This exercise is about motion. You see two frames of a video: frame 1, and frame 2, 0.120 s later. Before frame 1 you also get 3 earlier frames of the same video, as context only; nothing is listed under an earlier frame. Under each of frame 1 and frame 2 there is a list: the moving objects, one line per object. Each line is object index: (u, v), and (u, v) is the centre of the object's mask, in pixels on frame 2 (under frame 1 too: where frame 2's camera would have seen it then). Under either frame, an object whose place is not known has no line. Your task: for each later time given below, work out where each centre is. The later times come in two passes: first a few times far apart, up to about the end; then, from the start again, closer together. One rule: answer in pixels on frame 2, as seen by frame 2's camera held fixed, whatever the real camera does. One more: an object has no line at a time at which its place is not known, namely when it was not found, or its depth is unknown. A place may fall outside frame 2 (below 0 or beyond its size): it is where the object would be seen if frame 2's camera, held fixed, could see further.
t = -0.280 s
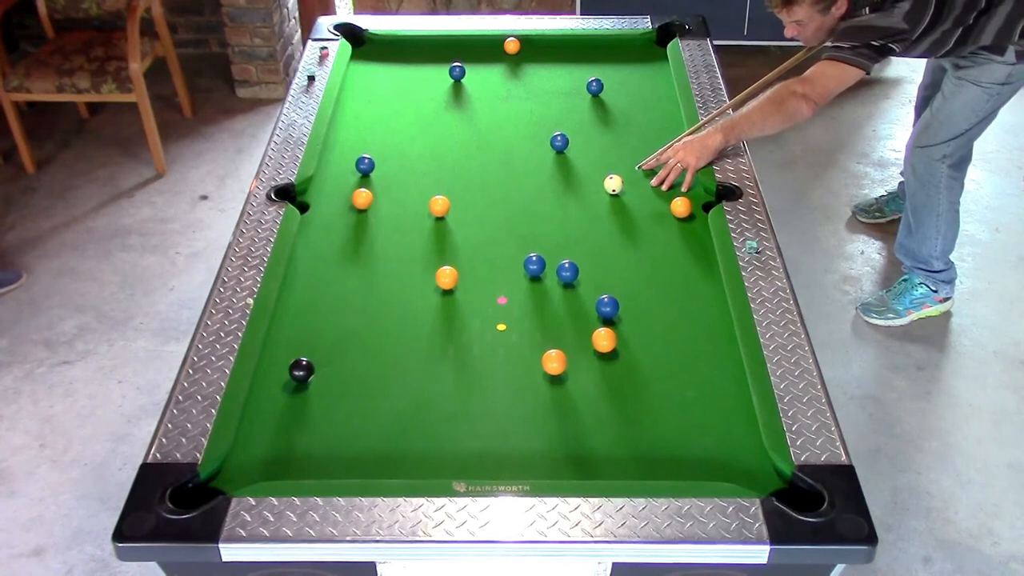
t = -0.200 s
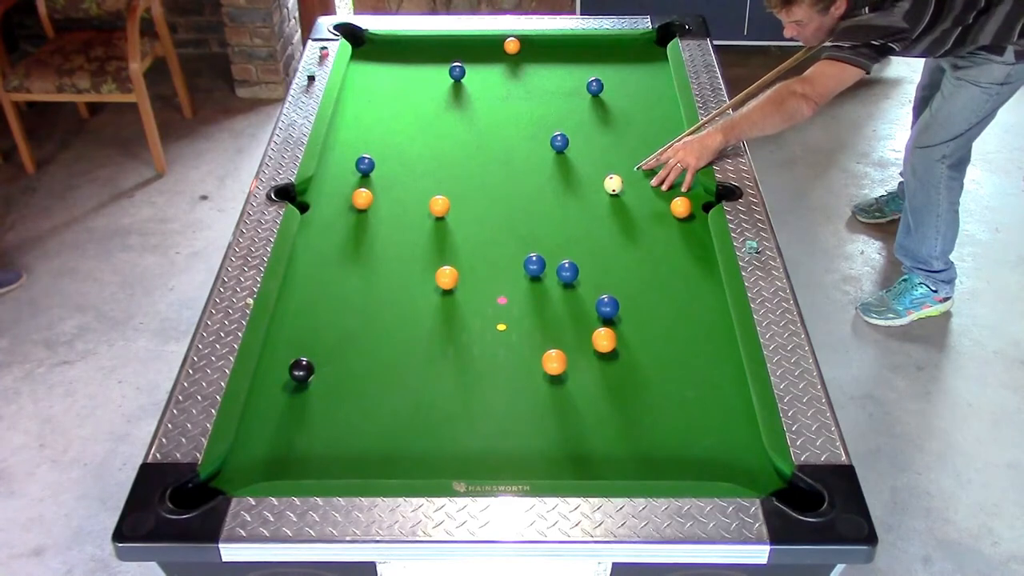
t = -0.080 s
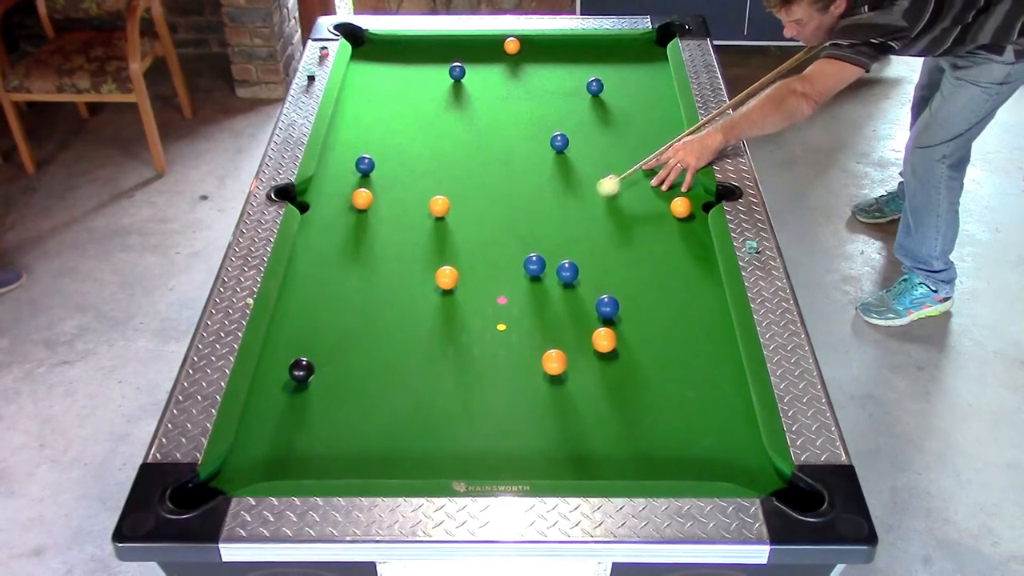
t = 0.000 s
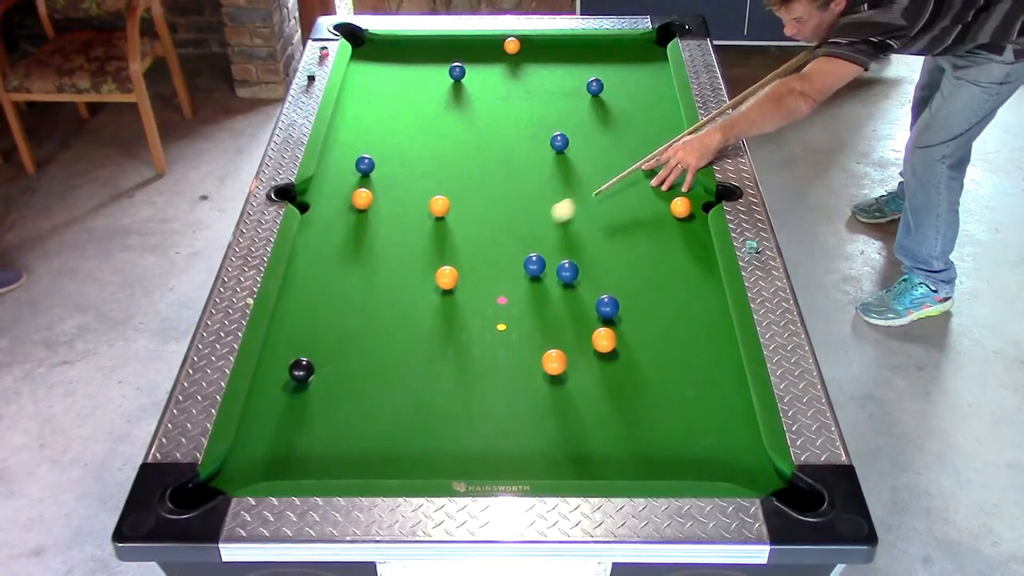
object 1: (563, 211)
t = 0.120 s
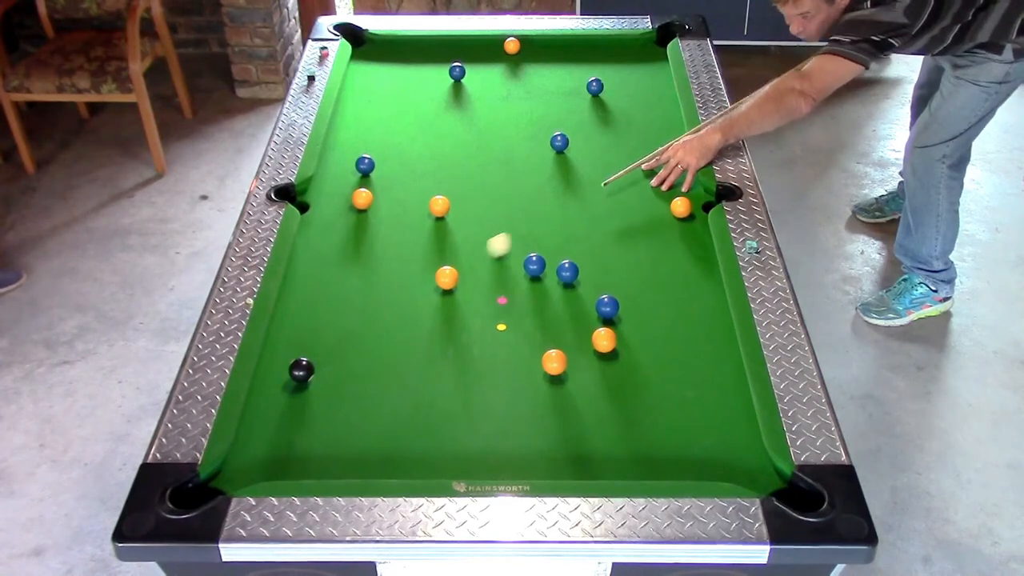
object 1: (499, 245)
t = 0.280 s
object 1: (446, 263)
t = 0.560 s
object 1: (386, 266)
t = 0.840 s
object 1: (329, 269)
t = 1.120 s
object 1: (306, 272)
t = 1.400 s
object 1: (336, 274)
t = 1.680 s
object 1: (362, 276)
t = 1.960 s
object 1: (384, 277)
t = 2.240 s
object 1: (401, 278)
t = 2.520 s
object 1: (415, 279)
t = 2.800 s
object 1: (424, 279)
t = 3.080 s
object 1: (430, 279)
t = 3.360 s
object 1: (432, 279)
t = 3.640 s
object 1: (432, 279)
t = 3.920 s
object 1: (432, 279)
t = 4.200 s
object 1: (432, 279)
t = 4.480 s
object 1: (432, 279)
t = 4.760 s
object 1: (432, 279)
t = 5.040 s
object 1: (432, 279)
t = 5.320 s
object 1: (432, 279)
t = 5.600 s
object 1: (432, 279)
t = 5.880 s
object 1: (432, 279)
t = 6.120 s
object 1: (432, 279)
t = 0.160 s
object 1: (478, 256)
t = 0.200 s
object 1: (460, 265)
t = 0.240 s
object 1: (452, 264)
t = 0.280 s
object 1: (446, 263)
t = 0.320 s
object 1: (438, 262)
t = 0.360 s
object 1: (429, 263)
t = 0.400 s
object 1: (420, 263)
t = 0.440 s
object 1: (412, 264)
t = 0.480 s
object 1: (403, 265)
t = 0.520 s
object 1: (395, 265)
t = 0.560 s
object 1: (386, 266)
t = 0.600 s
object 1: (378, 266)
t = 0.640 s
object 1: (370, 267)
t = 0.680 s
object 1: (361, 267)
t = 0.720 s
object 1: (353, 268)
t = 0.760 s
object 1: (345, 268)
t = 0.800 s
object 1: (337, 269)
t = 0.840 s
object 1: (329, 269)
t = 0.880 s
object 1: (322, 270)
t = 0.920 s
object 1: (314, 270)
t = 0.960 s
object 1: (307, 271)
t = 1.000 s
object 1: (299, 271)
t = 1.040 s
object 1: (297, 271)
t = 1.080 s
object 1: (302, 272)
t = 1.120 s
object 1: (306, 272)
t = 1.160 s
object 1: (311, 273)
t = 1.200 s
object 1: (315, 273)
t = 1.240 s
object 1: (320, 273)
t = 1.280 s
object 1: (324, 274)
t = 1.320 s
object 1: (328, 274)
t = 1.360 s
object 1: (332, 274)
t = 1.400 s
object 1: (336, 274)
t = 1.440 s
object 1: (340, 274)
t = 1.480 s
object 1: (344, 274)
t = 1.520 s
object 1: (348, 275)
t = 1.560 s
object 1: (351, 275)
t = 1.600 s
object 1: (355, 275)
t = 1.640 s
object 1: (358, 275)
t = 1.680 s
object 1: (362, 276)
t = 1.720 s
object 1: (365, 276)
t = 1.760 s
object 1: (368, 276)
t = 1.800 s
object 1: (372, 276)
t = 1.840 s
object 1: (375, 276)
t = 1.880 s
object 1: (378, 276)
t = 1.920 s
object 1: (381, 277)
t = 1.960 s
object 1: (384, 277)
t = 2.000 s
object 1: (386, 277)
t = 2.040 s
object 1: (389, 277)
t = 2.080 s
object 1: (392, 277)
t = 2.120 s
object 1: (394, 278)
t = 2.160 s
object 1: (396, 278)
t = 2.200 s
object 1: (399, 278)
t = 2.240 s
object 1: (401, 278)
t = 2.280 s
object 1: (403, 278)
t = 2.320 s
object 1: (406, 278)
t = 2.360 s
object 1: (408, 278)
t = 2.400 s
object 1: (410, 278)
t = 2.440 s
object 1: (411, 278)
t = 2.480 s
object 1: (413, 279)
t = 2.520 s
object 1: (415, 279)
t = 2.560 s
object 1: (417, 279)
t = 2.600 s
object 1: (418, 279)
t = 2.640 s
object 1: (419, 279)
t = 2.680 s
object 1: (421, 279)
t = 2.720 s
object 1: (422, 279)
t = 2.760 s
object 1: (423, 279)
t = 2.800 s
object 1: (424, 279)
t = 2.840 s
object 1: (426, 279)
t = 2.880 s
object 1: (427, 279)
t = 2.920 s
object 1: (427, 279)
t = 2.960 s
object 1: (428, 279)
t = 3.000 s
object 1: (429, 279)
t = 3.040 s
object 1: (429, 279)
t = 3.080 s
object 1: (430, 279)
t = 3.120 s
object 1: (430, 279)
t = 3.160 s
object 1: (431, 279)
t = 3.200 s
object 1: (431, 279)
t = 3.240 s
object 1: (431, 279)
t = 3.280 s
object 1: (431, 279)
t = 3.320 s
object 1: (432, 279)
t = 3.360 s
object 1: (432, 279)
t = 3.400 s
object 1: (432, 279)
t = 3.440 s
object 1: (432, 279)
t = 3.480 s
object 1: (432, 279)
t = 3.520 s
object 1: (432, 279)
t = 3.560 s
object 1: (432, 279)
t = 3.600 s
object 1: (432, 279)
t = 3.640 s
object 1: (432, 279)
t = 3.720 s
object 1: (432, 279)
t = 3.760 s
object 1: (432, 279)
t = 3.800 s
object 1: (432, 279)
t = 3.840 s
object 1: (432, 279)
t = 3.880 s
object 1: (432, 279)
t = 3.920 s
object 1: (432, 279)
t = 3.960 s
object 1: (432, 279)
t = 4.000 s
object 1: (432, 279)
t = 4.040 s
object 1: (432, 279)
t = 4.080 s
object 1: (432, 279)
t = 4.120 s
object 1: (432, 279)
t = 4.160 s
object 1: (432, 279)
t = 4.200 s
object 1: (432, 279)
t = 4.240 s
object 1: (432, 279)
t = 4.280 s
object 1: (432, 279)
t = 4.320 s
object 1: (432, 279)
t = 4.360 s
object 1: (432, 279)
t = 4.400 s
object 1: (432, 279)
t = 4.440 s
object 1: (432, 279)
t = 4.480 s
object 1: (432, 279)
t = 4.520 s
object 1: (432, 279)
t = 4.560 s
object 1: (432, 279)
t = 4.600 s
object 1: (432, 279)
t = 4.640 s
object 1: (432, 279)
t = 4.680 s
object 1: (432, 279)
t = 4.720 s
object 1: (432, 279)
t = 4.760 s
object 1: (432, 279)
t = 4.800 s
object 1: (432, 279)
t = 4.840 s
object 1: (432, 279)
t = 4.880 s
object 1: (432, 279)
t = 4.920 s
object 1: (432, 279)
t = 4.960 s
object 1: (432, 279)
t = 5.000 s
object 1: (432, 279)
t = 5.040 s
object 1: (432, 279)
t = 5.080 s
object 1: (432, 279)
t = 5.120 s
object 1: (432, 279)
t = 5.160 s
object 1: (432, 279)
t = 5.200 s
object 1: (432, 279)
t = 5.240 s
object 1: (432, 279)
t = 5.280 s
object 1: (432, 279)
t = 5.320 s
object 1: (432, 279)
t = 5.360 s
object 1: (432, 279)
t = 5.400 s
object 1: (432, 279)
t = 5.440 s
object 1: (432, 279)
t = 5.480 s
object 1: (432, 279)
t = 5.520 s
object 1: (432, 279)
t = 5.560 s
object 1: (432, 279)
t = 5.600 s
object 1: (432, 279)
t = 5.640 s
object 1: (432, 279)
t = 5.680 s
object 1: (432, 279)
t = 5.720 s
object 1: (432, 279)
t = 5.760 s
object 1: (432, 279)
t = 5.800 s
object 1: (432, 279)
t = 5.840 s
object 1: (432, 279)
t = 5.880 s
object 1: (432, 279)
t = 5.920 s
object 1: (432, 279)
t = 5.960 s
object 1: (432, 279)
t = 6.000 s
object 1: (432, 279)
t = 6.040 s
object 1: (432, 279)
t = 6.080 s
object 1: (432, 279)
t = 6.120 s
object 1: (432, 279)
